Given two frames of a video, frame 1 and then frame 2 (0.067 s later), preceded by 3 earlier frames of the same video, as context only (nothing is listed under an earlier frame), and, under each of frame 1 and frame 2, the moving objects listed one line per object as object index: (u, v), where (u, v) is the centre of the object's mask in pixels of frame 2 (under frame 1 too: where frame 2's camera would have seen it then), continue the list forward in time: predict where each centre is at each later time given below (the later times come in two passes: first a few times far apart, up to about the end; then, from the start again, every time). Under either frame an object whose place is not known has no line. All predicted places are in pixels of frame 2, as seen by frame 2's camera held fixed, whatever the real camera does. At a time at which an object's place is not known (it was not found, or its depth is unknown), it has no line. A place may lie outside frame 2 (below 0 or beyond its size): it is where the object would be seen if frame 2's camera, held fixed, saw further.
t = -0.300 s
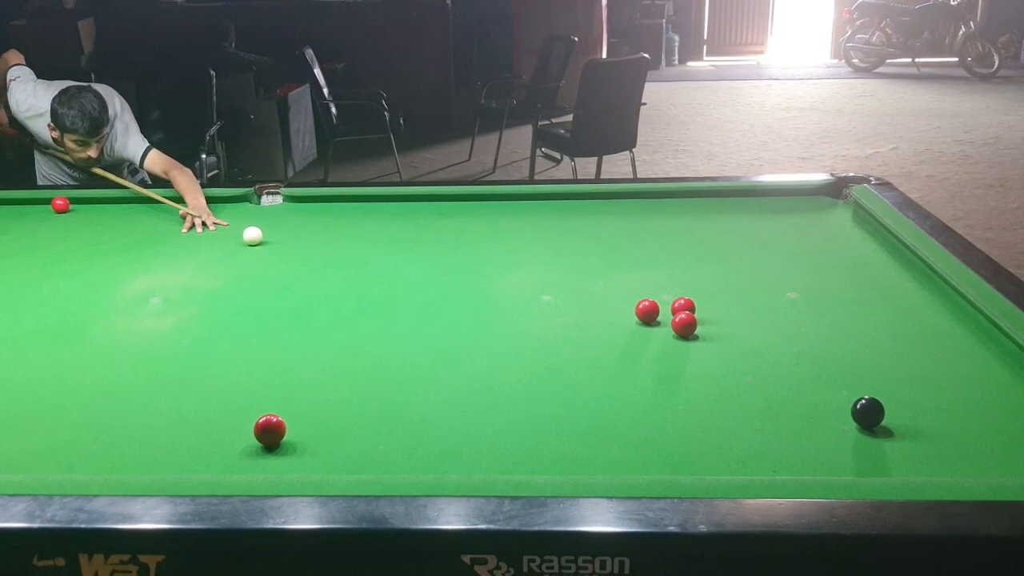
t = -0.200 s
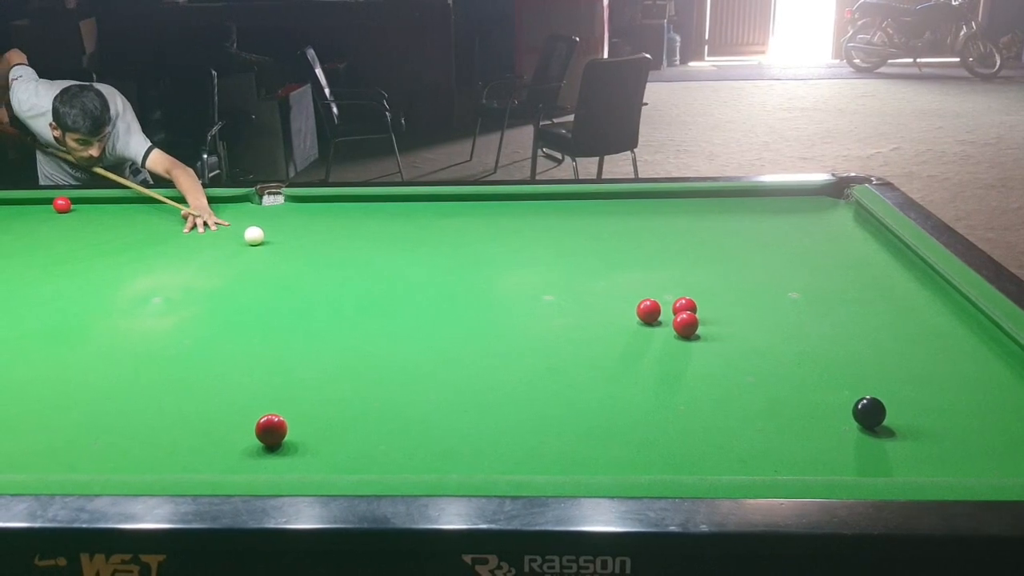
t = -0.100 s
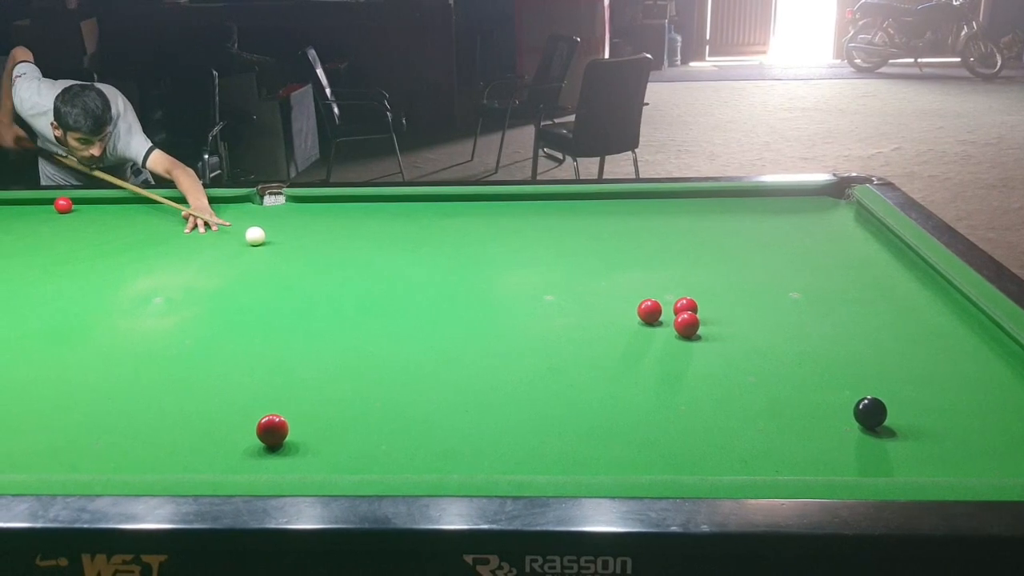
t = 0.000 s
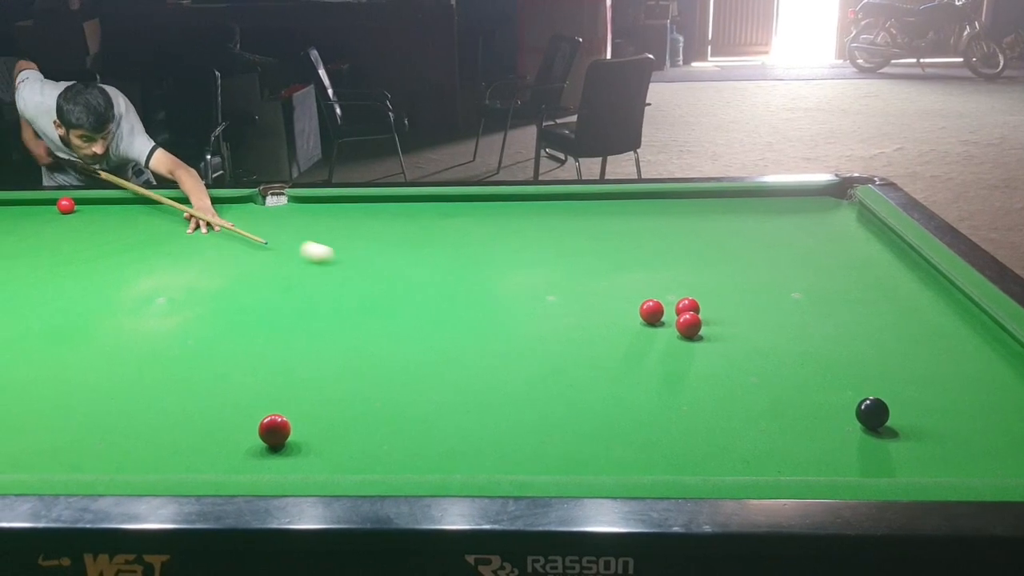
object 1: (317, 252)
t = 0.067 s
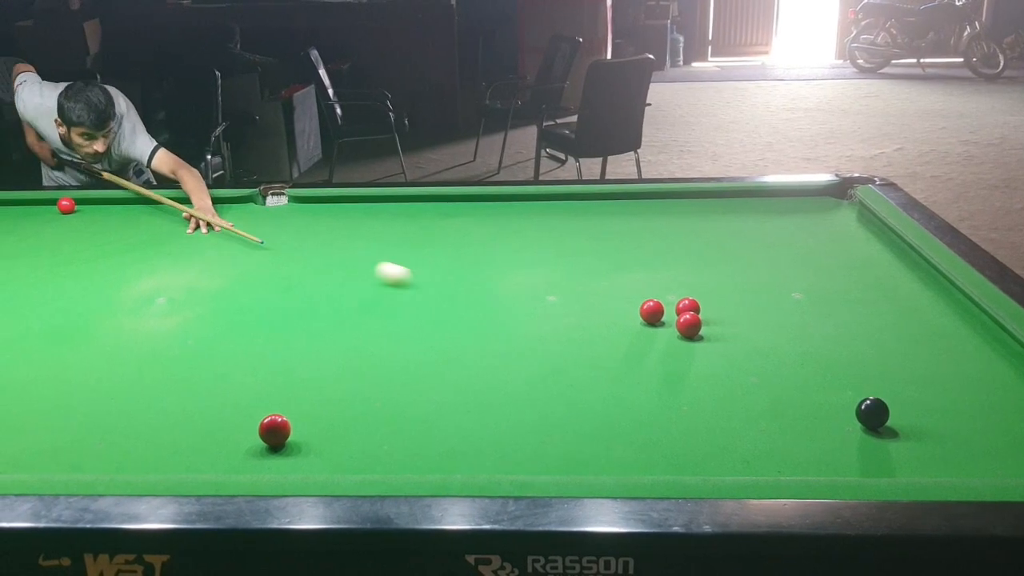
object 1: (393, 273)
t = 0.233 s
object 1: (624, 339)
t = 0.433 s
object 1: (858, 407)
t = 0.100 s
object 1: (433, 285)
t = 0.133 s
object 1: (478, 298)
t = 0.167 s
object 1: (523, 311)
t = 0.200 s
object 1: (572, 324)
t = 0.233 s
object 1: (624, 339)
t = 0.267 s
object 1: (678, 354)
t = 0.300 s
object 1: (737, 371)
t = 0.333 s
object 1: (799, 389)
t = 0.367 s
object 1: (843, 404)
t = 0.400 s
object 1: (849, 405)
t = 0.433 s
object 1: (858, 407)
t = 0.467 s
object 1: (868, 409)
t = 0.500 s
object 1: (880, 412)
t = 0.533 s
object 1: (895, 416)
